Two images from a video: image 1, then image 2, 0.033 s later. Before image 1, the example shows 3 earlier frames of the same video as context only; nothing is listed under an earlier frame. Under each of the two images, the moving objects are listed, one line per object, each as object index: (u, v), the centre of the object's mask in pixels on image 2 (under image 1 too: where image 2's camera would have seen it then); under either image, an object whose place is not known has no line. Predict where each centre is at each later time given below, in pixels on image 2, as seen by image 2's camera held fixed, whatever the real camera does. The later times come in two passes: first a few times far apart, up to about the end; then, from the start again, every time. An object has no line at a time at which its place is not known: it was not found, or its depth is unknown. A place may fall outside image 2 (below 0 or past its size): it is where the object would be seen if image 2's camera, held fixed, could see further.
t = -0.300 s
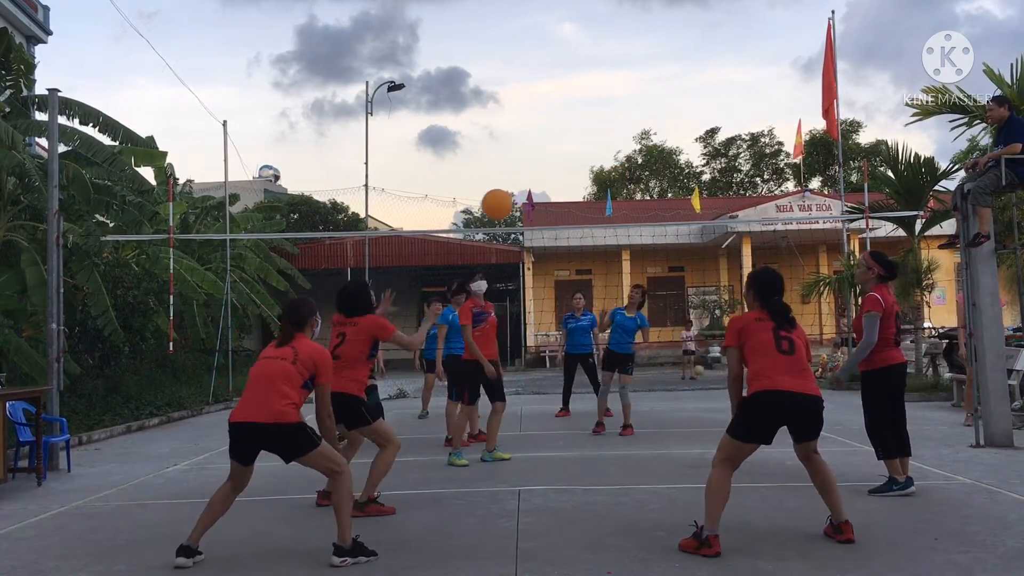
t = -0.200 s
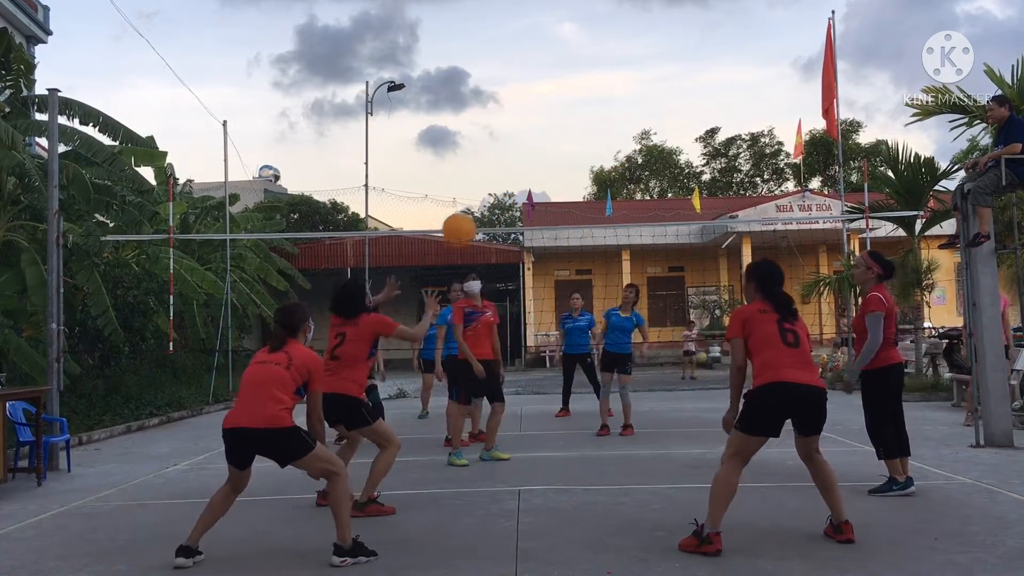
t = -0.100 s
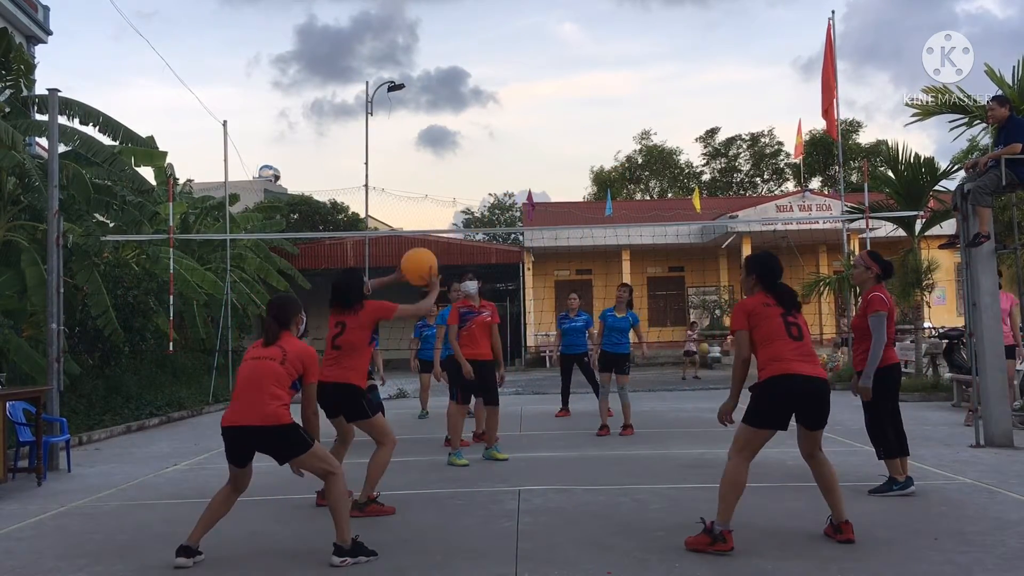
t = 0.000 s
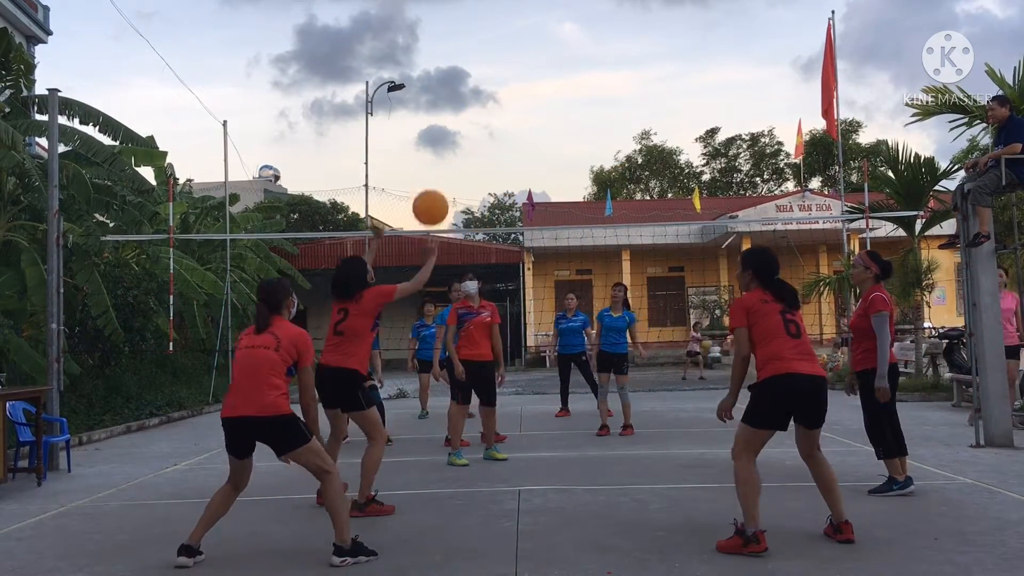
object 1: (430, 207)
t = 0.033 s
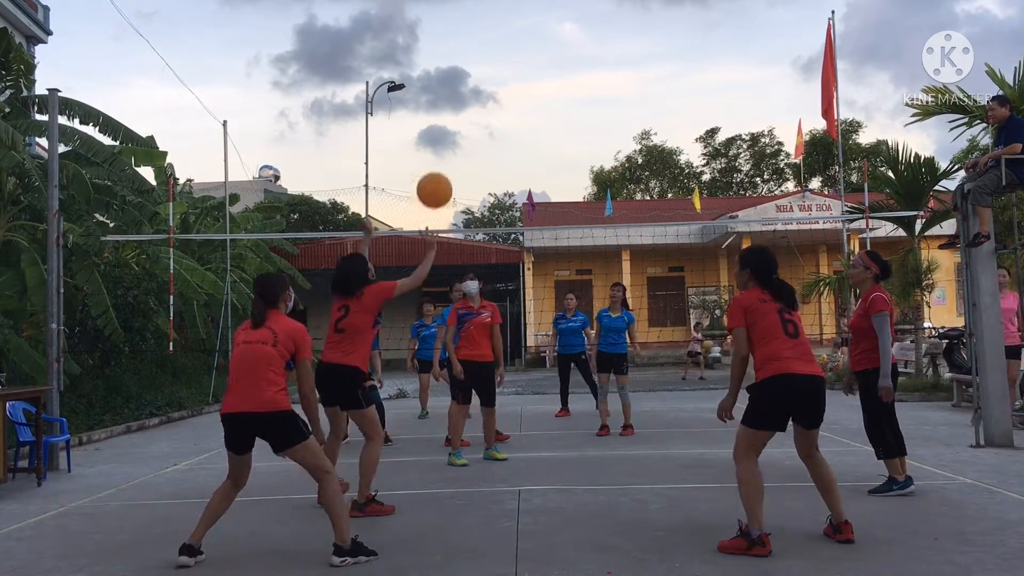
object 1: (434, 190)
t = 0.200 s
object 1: (454, 130)
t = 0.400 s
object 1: (475, 113)
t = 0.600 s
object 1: (495, 151)
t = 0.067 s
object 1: (438, 175)
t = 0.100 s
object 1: (442, 161)
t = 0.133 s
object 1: (446, 149)
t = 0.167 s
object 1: (450, 139)
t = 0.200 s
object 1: (454, 130)
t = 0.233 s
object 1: (458, 123)
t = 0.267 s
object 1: (461, 118)
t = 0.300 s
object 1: (465, 114)
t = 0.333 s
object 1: (468, 112)
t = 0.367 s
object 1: (472, 112)
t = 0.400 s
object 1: (475, 113)
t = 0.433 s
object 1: (479, 116)
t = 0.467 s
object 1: (482, 120)
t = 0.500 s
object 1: (485, 126)
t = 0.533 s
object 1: (489, 133)
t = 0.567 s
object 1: (492, 141)
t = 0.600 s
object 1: (495, 151)
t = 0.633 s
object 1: (498, 162)
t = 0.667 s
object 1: (502, 175)
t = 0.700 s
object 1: (505, 189)
